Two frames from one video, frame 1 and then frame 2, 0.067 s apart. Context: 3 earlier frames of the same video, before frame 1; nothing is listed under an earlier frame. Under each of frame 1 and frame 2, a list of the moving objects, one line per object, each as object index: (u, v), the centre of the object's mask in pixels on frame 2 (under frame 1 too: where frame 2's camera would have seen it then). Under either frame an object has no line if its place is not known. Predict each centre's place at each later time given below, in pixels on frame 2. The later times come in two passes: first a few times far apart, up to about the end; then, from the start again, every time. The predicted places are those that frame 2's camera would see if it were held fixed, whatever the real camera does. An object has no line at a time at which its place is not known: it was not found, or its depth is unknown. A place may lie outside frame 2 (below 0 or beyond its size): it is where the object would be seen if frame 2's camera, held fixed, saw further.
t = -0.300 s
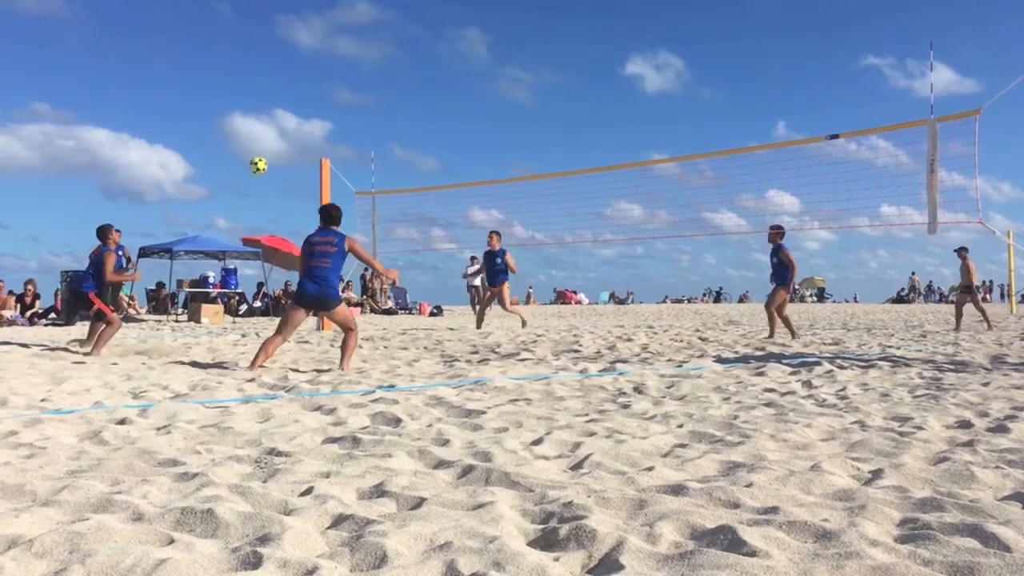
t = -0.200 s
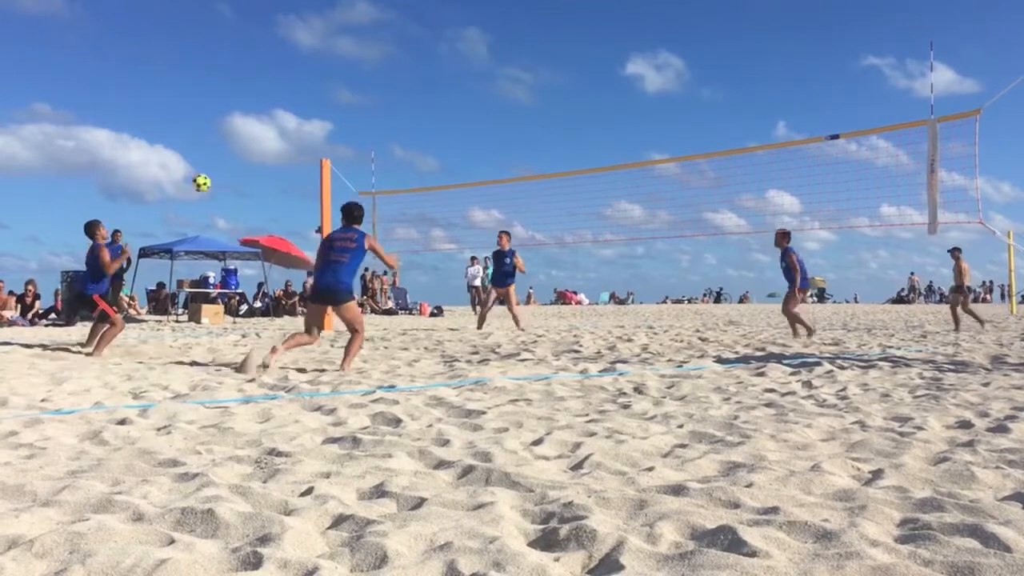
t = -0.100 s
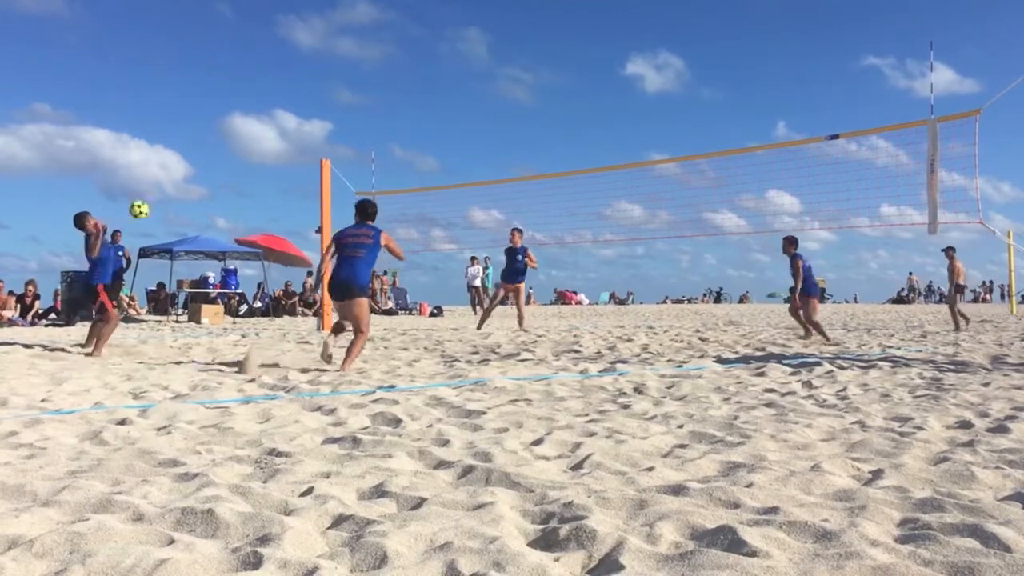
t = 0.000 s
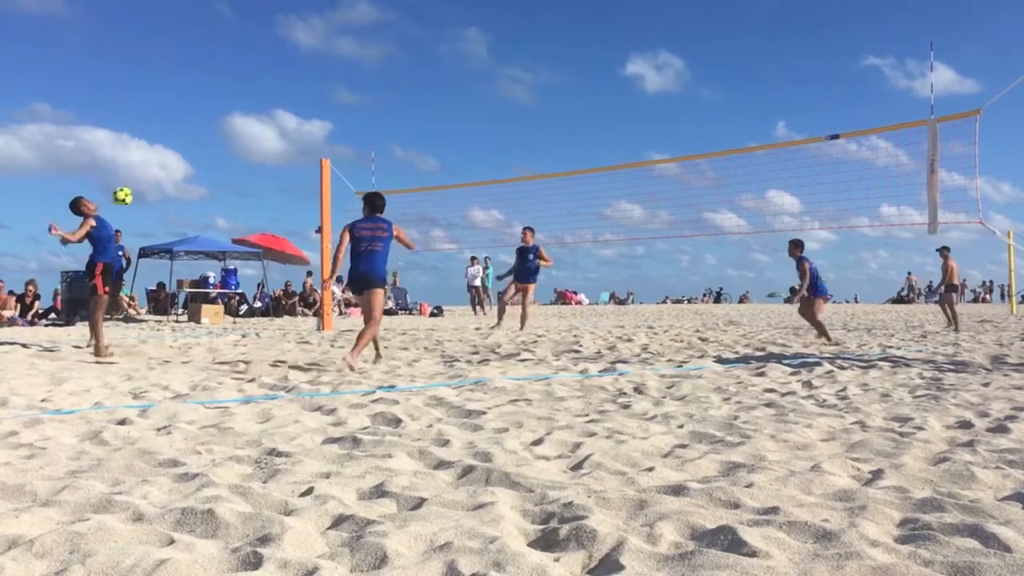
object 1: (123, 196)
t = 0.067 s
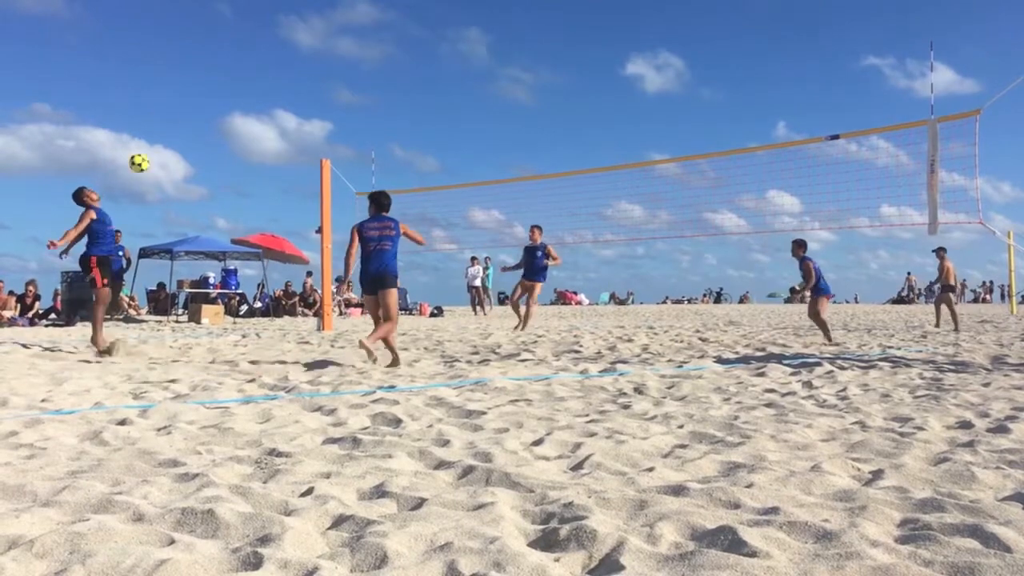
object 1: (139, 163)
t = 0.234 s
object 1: (181, 96)
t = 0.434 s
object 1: (232, 48)
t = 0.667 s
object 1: (291, 34)
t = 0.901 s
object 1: (350, 65)
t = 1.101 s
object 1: (400, 129)
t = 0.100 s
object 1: (147, 148)
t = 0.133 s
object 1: (156, 133)
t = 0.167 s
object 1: (164, 120)
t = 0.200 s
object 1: (173, 108)
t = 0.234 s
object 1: (181, 96)
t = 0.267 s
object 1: (189, 86)
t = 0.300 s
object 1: (198, 77)
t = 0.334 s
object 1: (207, 68)
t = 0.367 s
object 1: (215, 61)
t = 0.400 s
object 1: (224, 54)
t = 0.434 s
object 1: (232, 48)
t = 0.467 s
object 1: (240, 43)
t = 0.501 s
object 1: (248, 39)
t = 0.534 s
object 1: (257, 36)
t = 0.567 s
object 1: (266, 34)
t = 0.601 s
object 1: (273, 34)
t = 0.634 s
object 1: (283, 33)
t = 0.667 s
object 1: (291, 34)
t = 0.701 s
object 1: (300, 36)
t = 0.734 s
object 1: (308, 39)
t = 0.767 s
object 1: (316, 42)
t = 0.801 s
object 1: (325, 46)
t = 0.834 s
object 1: (333, 52)
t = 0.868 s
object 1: (342, 58)
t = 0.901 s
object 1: (350, 65)
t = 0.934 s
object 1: (358, 74)
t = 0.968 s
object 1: (367, 83)
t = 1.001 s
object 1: (375, 93)
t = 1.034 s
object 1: (383, 104)
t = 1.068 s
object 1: (392, 116)
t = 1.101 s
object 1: (400, 129)
